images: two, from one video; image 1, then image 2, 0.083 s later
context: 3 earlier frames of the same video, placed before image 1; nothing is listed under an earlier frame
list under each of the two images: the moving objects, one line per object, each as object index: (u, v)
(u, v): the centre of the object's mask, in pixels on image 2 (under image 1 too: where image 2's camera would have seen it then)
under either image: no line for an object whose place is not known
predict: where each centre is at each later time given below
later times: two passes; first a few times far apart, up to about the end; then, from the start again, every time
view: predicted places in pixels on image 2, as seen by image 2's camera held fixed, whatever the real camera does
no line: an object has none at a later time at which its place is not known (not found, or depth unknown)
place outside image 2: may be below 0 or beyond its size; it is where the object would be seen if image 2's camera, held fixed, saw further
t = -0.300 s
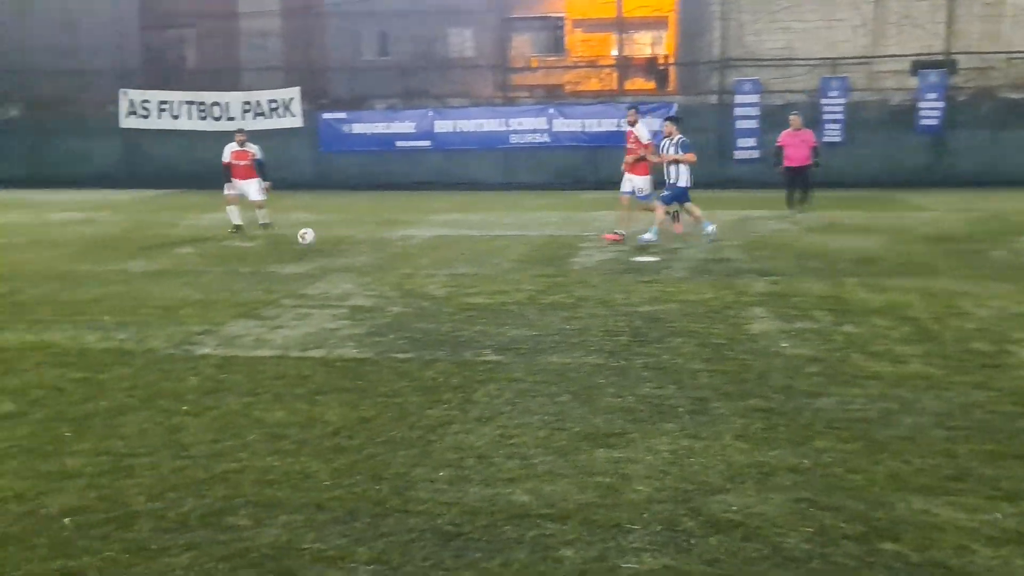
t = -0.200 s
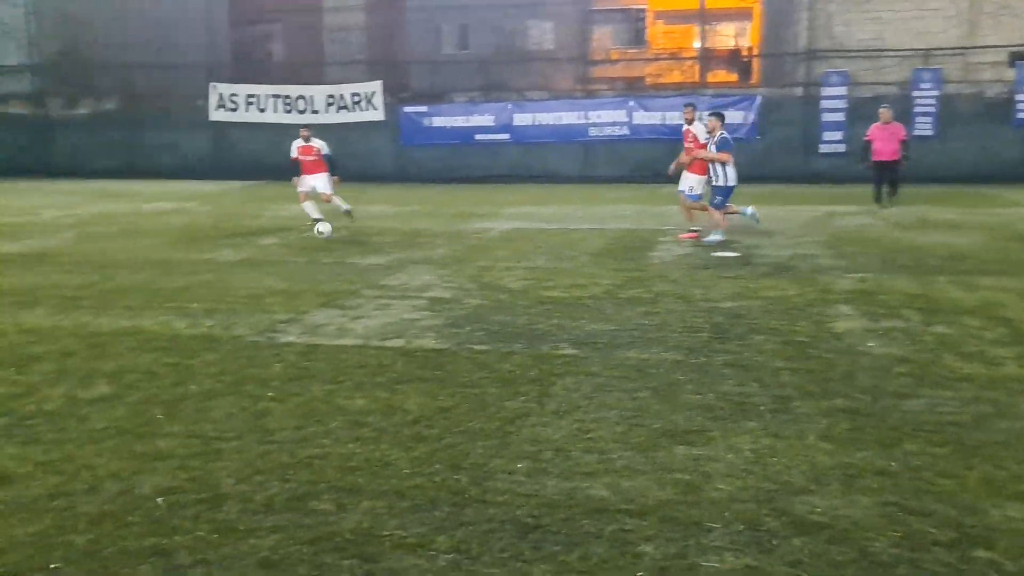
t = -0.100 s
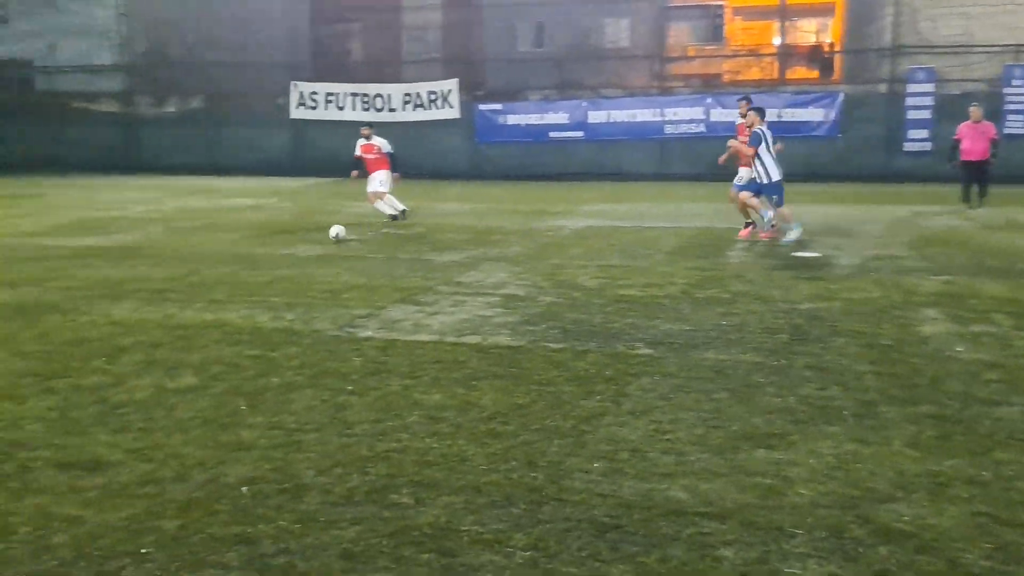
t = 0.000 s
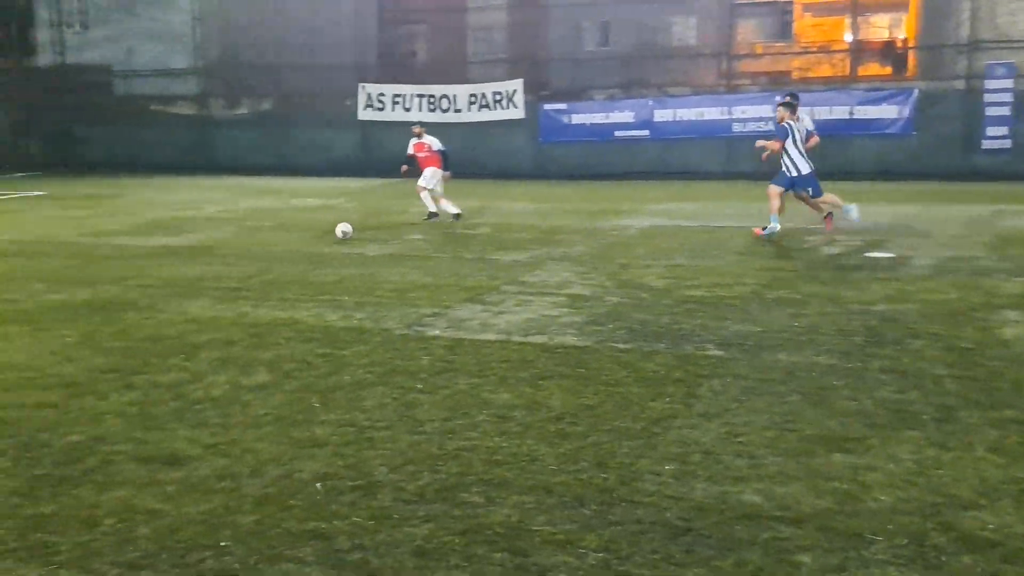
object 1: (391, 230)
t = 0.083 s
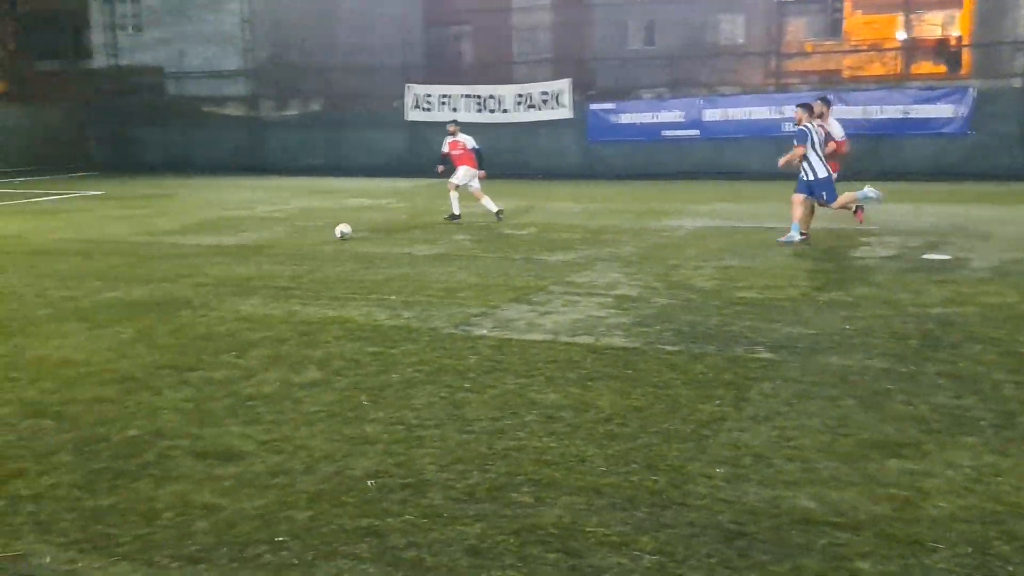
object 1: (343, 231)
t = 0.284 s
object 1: (232, 231)
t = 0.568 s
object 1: (83, 230)
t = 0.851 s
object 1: (-57, 232)
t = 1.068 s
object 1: (-158, 231)
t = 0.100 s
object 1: (333, 231)
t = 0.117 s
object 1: (323, 231)
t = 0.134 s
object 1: (315, 231)
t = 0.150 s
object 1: (305, 232)
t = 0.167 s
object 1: (295, 232)
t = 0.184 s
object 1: (287, 232)
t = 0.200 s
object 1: (277, 231)
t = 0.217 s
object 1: (267, 231)
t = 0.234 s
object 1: (259, 231)
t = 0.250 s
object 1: (249, 230)
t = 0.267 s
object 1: (240, 230)
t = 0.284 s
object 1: (232, 231)
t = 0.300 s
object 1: (222, 232)
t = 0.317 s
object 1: (214, 232)
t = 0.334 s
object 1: (205, 233)
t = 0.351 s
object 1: (196, 233)
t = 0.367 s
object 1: (187, 232)
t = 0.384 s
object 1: (178, 232)
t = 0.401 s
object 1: (169, 232)
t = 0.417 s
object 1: (160, 232)
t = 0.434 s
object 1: (152, 232)
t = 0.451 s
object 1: (143, 233)
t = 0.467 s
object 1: (134, 233)
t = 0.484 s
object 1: (126, 232)
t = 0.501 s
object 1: (117, 231)
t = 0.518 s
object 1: (108, 231)
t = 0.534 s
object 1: (101, 230)
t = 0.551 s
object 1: (92, 231)
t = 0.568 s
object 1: (83, 230)
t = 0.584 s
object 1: (75, 230)
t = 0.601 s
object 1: (66, 231)
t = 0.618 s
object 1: (58, 232)
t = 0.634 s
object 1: (50, 233)
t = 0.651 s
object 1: (42, 233)
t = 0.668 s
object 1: (32, 232)
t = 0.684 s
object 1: (25, 231)
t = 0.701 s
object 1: (16, 231)
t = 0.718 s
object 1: (8, 230)
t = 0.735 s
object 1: (1, 229)
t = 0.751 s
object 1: (-8, 229)
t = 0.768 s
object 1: (-16, 230)
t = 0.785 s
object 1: (-25, 230)
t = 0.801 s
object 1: (-32, 231)
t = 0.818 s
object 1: (-40, 231)
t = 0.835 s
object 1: (-48, 232)
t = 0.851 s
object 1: (-57, 232)
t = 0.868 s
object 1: (-65, 231)
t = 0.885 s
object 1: (-72, 230)
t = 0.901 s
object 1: (-80, 230)
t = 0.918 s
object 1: (-88, 229)
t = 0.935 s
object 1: (-96, 229)
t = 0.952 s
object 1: (-104, 229)
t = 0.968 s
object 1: (-112, 229)
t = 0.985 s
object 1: (-119, 229)
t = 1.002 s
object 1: (-127, 230)
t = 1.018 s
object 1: (-134, 231)
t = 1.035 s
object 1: (-141, 232)
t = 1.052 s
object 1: (-150, 232)
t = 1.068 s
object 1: (-158, 231)
